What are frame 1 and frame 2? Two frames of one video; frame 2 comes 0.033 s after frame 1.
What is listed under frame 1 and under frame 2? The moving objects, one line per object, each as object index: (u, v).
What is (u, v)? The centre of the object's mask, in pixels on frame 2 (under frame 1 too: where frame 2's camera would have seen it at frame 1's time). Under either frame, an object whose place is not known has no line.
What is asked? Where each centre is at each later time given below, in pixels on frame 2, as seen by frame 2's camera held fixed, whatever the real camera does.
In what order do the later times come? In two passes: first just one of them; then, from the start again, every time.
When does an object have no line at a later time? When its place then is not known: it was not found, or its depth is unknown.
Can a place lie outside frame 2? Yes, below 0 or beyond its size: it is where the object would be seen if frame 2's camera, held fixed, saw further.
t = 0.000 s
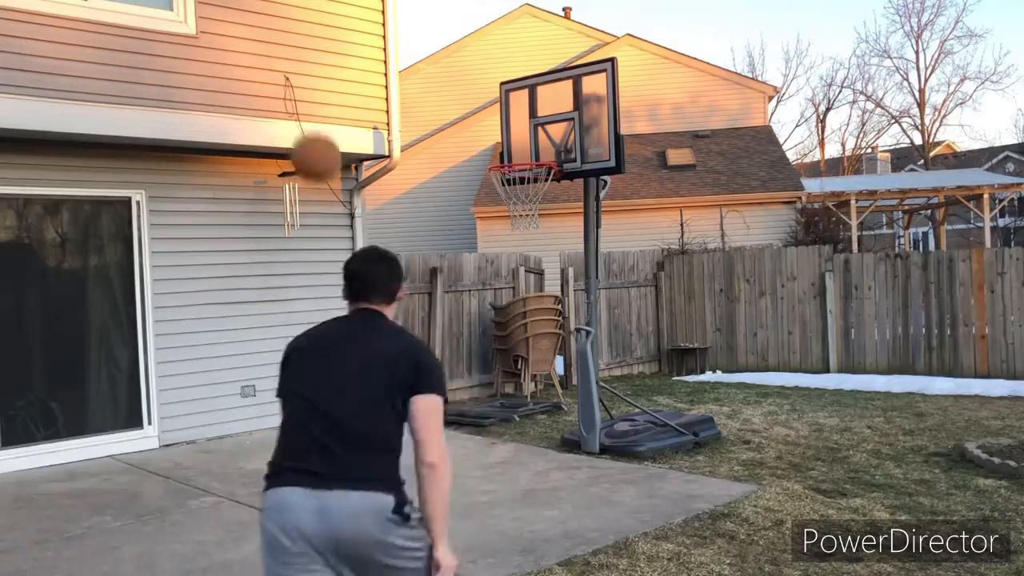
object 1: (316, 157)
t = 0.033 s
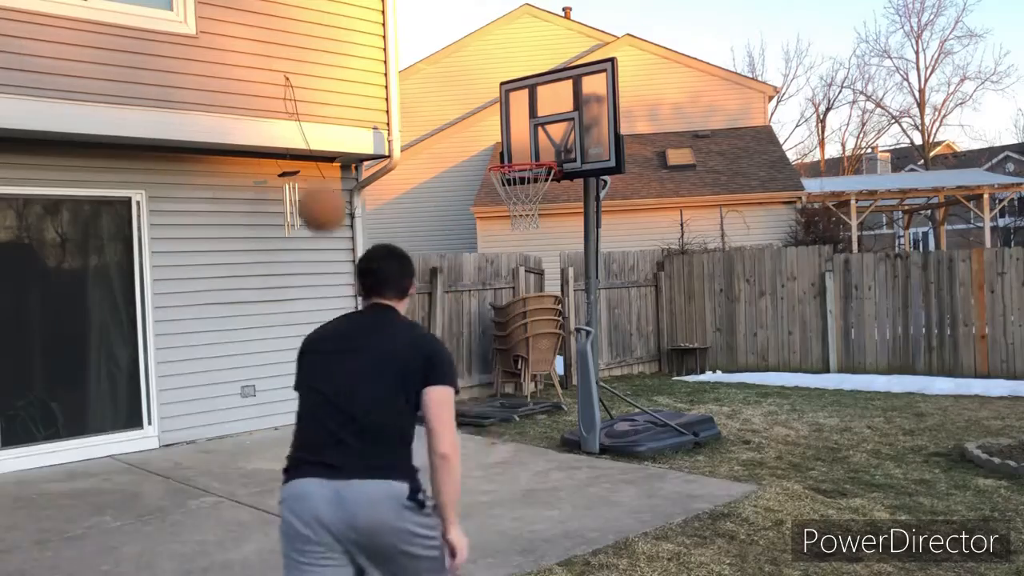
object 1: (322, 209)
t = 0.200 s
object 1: (344, 469)
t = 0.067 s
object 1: (328, 259)
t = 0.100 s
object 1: (333, 310)
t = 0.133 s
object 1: (328, 363)
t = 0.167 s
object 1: (338, 418)
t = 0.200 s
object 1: (344, 469)
